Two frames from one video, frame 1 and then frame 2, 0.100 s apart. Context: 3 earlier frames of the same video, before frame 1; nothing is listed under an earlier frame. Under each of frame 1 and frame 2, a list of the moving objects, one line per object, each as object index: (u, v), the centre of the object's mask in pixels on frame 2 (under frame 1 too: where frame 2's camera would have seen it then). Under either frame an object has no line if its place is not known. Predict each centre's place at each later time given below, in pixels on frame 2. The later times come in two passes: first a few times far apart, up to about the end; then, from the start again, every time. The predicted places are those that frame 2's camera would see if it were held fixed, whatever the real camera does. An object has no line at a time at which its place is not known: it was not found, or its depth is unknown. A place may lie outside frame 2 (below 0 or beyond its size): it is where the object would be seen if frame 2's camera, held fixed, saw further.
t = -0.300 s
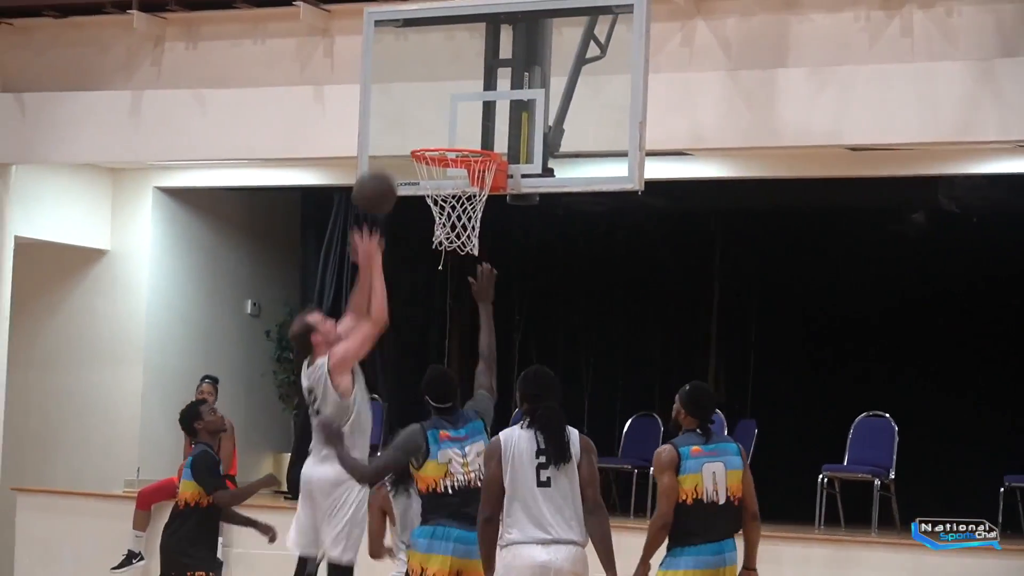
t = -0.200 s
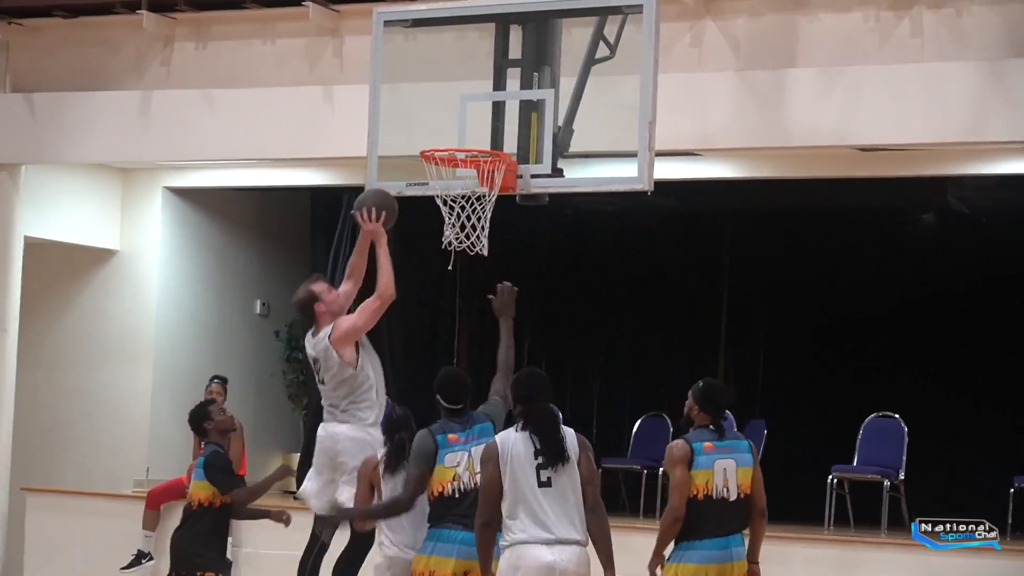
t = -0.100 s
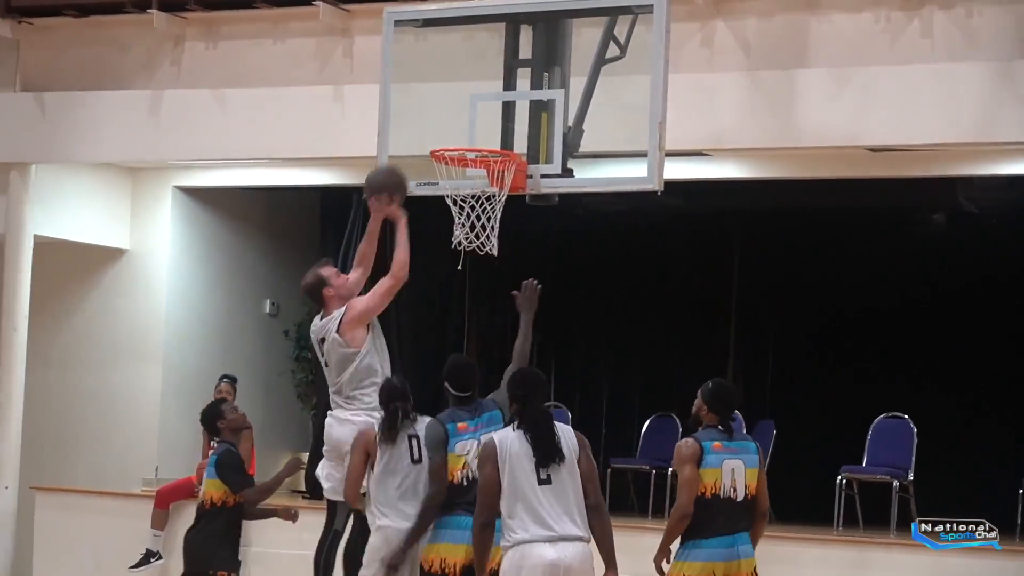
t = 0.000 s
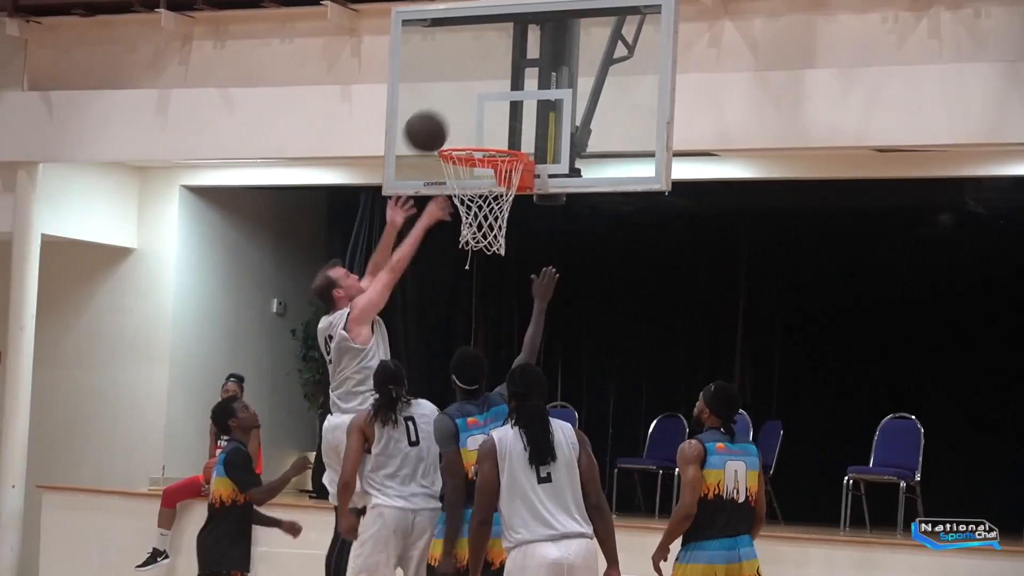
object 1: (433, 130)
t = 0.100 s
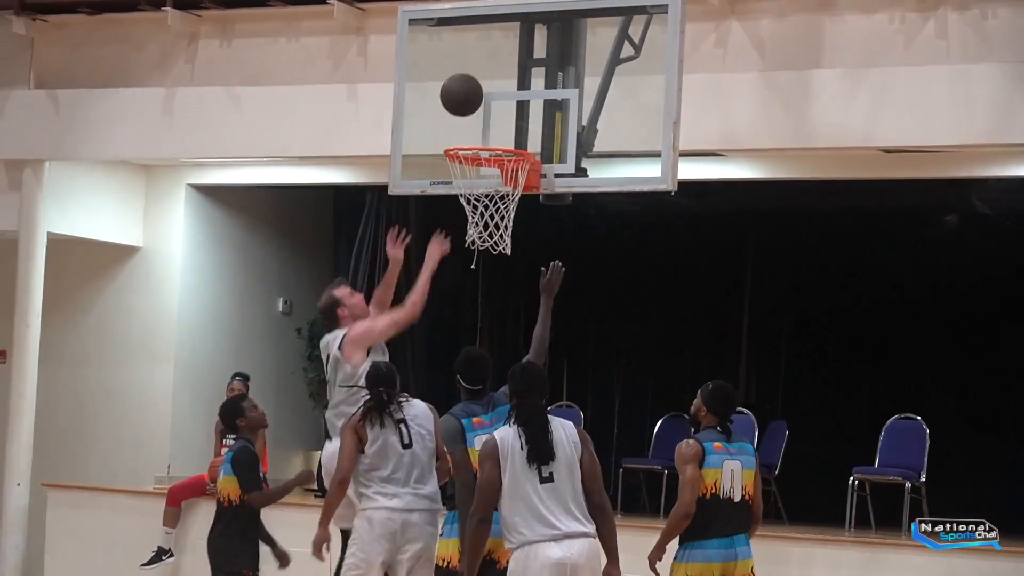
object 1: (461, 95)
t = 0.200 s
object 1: (459, 90)
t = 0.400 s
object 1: (456, 130)
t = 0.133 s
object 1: (461, 91)
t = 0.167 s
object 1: (460, 90)
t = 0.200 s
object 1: (459, 90)
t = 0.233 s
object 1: (459, 93)
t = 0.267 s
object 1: (458, 97)
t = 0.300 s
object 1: (458, 104)
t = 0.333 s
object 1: (457, 112)
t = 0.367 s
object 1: (457, 123)
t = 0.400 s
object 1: (456, 130)
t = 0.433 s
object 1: (460, 124)
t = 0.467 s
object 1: (464, 119)
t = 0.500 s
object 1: (468, 116)
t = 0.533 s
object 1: (472, 115)
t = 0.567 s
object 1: (475, 117)
